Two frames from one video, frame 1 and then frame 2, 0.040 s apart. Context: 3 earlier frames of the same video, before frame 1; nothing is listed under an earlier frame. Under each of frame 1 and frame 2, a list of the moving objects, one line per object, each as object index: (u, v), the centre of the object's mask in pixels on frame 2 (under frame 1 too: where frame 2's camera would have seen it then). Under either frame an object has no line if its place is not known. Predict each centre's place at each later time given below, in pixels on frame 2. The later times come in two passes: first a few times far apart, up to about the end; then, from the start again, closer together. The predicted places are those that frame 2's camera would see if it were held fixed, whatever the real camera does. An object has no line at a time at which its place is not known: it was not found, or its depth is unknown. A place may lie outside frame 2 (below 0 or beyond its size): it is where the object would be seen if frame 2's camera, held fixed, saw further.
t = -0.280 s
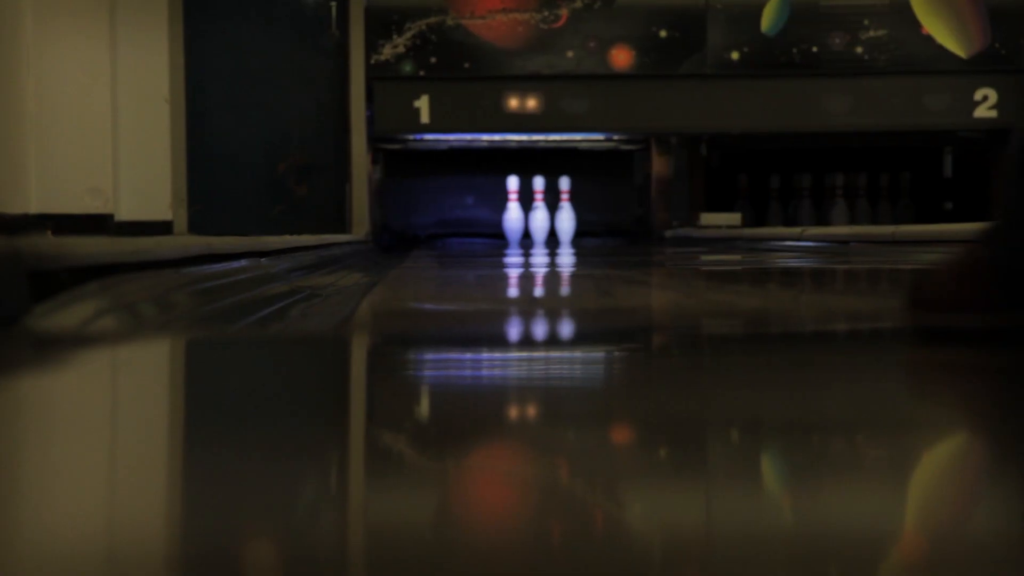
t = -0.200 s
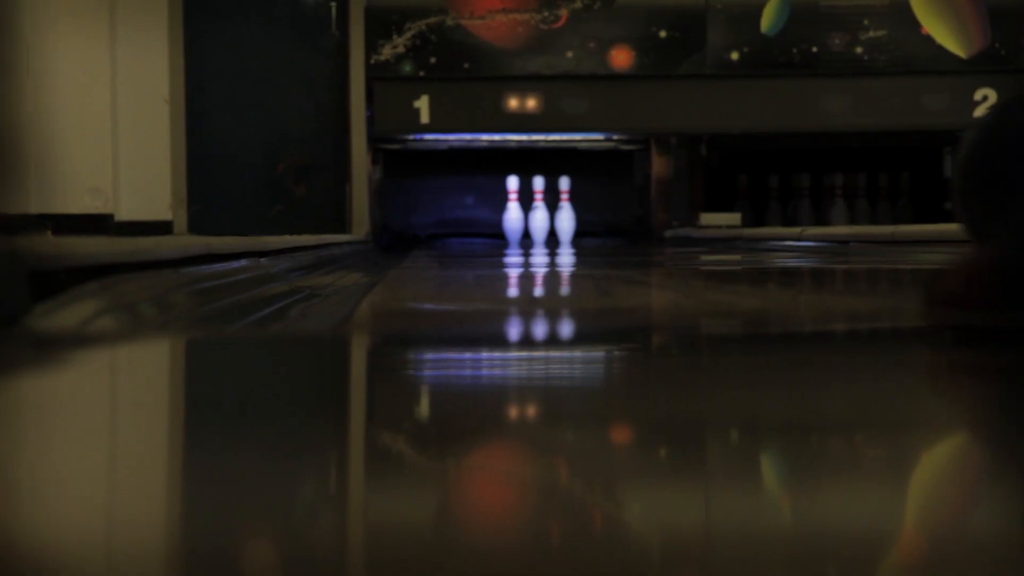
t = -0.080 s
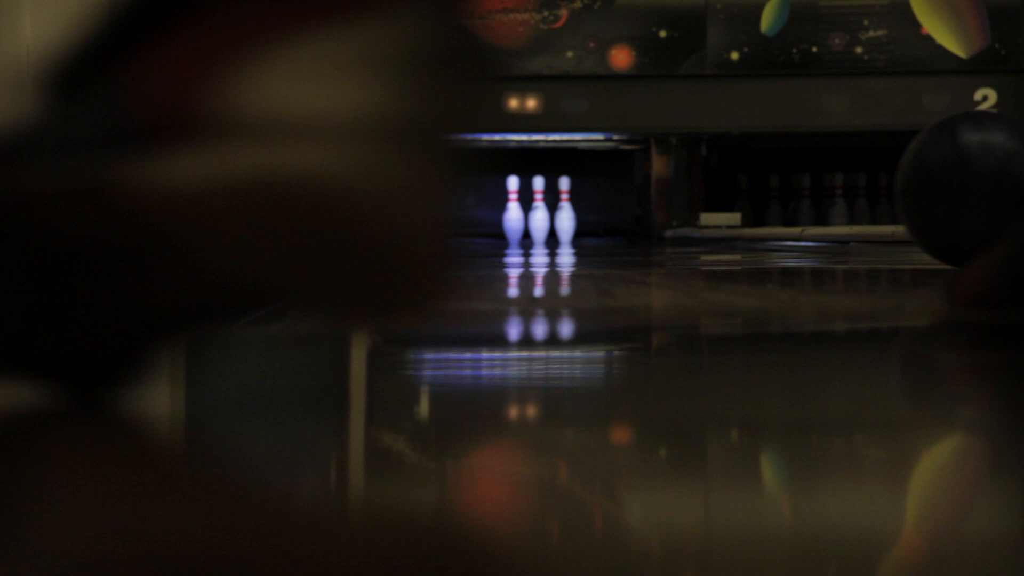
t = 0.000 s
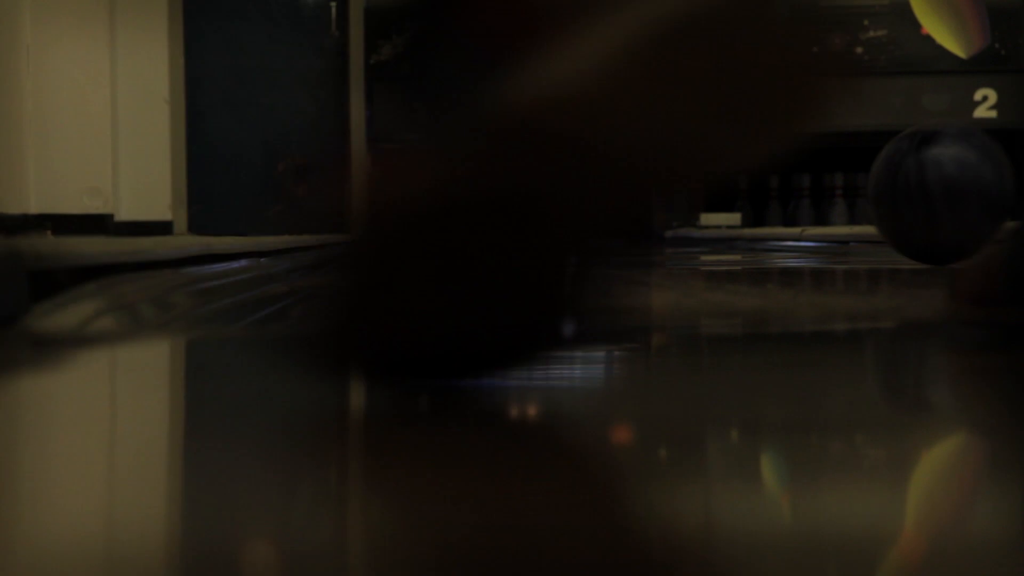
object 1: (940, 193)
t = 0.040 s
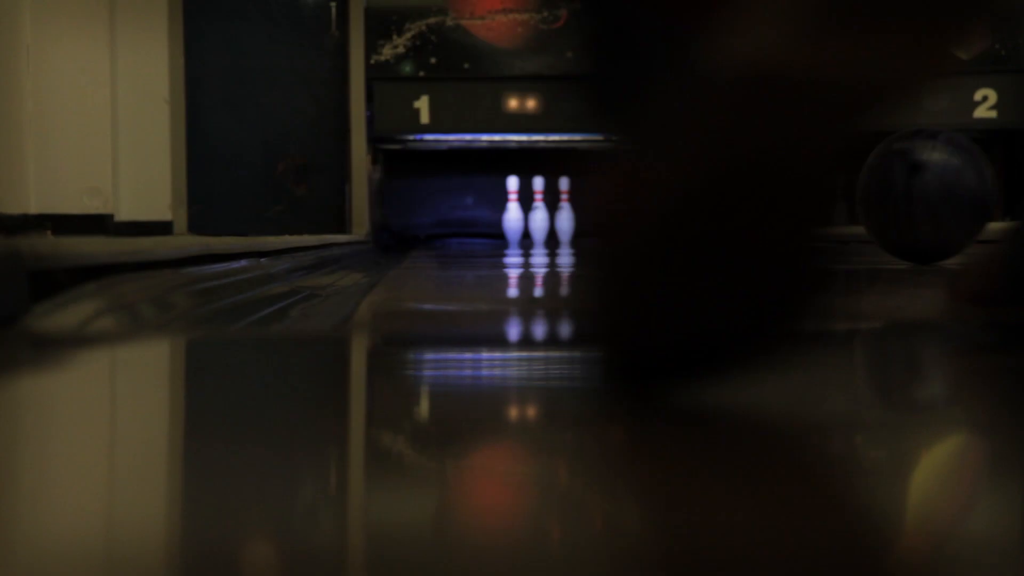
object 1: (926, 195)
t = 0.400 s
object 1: (860, 193)
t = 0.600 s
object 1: (801, 212)
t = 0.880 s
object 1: (784, 226)
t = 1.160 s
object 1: (732, 227)
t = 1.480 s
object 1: (693, 228)
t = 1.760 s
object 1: (664, 230)
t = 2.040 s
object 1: (644, 229)
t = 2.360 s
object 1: (624, 233)
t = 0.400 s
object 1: (860, 193)
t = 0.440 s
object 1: (842, 202)
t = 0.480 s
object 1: (819, 211)
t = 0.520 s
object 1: (812, 211)
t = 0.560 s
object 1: (806, 212)
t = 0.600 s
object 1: (801, 212)
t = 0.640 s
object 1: (802, 217)
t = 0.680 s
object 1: (803, 225)
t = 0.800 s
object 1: (779, 223)
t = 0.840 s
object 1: (782, 225)
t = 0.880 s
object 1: (784, 226)
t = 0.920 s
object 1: (776, 224)
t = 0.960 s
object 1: (767, 225)
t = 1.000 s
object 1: (759, 227)
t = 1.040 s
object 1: (750, 227)
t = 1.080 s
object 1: (742, 227)
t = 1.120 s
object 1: (736, 227)
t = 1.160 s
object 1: (732, 227)
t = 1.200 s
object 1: (728, 228)
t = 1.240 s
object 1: (723, 228)
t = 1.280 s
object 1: (718, 228)
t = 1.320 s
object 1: (712, 228)
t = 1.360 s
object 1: (706, 228)
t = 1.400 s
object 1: (701, 228)
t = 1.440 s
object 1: (697, 227)
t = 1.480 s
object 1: (693, 228)
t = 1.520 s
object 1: (689, 227)
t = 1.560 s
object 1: (687, 227)
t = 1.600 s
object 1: (681, 228)
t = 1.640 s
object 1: (679, 229)
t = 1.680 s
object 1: (673, 230)
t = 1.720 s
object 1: (669, 230)
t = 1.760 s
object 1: (664, 230)
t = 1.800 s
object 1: (661, 229)
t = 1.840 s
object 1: (661, 230)
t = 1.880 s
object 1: (654, 229)
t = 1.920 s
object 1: (653, 229)
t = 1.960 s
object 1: (650, 229)
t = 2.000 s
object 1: (648, 229)
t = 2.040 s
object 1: (644, 229)
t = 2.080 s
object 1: (641, 230)
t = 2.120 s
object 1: (639, 230)
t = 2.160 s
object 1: (639, 231)
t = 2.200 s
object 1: (637, 231)
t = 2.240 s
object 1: (637, 231)
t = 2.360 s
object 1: (624, 233)
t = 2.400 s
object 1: (624, 233)
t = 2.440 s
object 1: (623, 233)
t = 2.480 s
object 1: (621, 235)
